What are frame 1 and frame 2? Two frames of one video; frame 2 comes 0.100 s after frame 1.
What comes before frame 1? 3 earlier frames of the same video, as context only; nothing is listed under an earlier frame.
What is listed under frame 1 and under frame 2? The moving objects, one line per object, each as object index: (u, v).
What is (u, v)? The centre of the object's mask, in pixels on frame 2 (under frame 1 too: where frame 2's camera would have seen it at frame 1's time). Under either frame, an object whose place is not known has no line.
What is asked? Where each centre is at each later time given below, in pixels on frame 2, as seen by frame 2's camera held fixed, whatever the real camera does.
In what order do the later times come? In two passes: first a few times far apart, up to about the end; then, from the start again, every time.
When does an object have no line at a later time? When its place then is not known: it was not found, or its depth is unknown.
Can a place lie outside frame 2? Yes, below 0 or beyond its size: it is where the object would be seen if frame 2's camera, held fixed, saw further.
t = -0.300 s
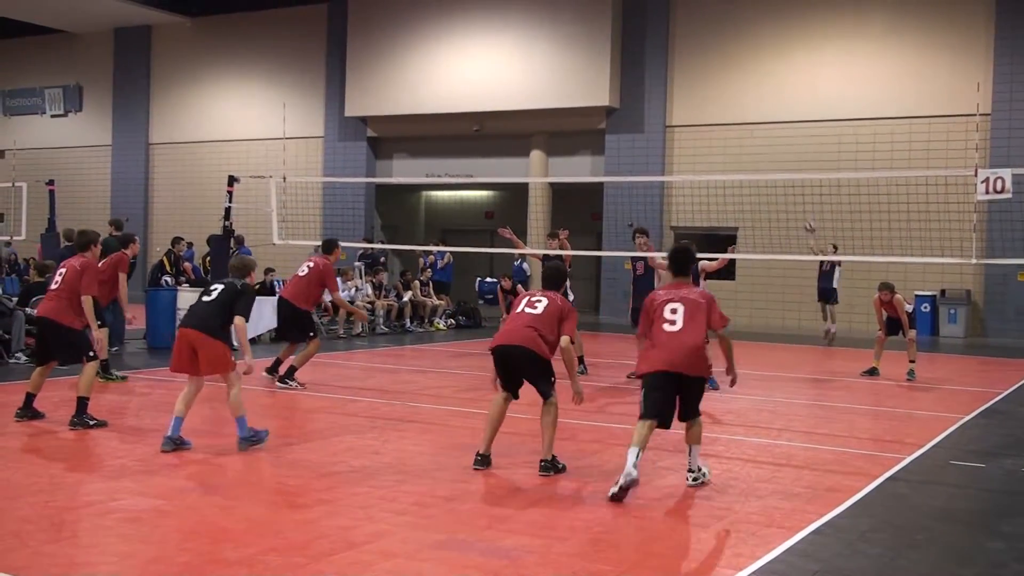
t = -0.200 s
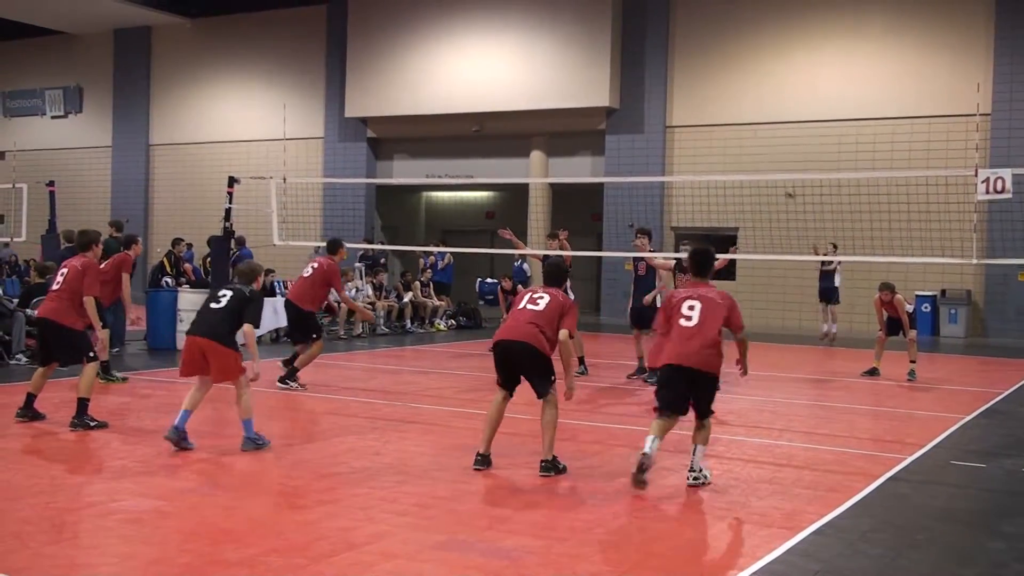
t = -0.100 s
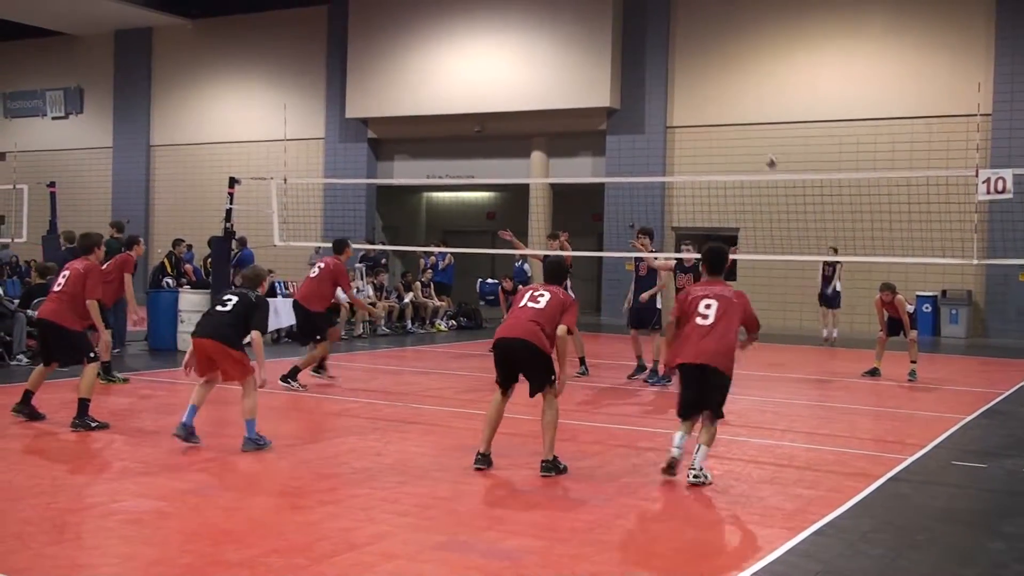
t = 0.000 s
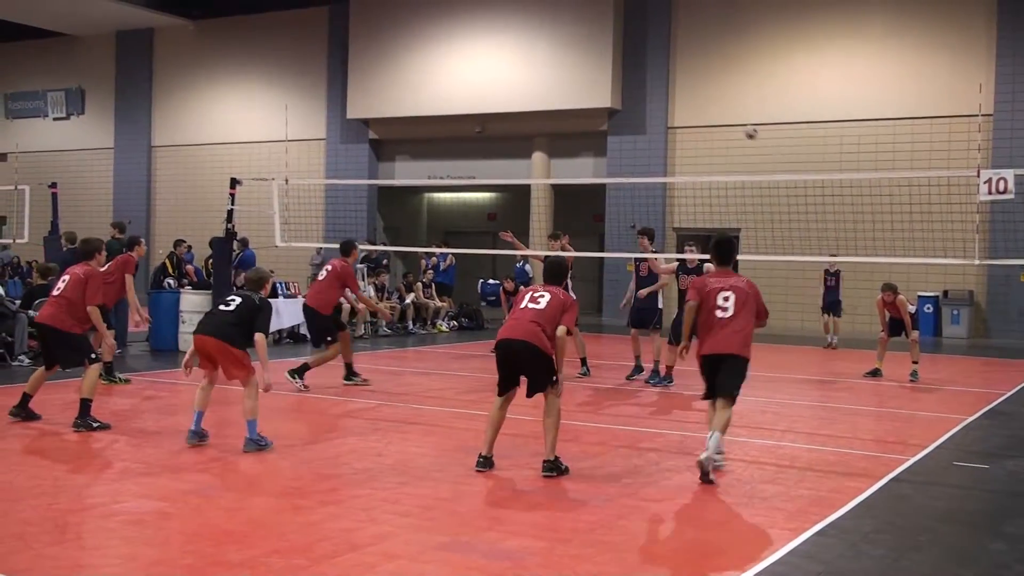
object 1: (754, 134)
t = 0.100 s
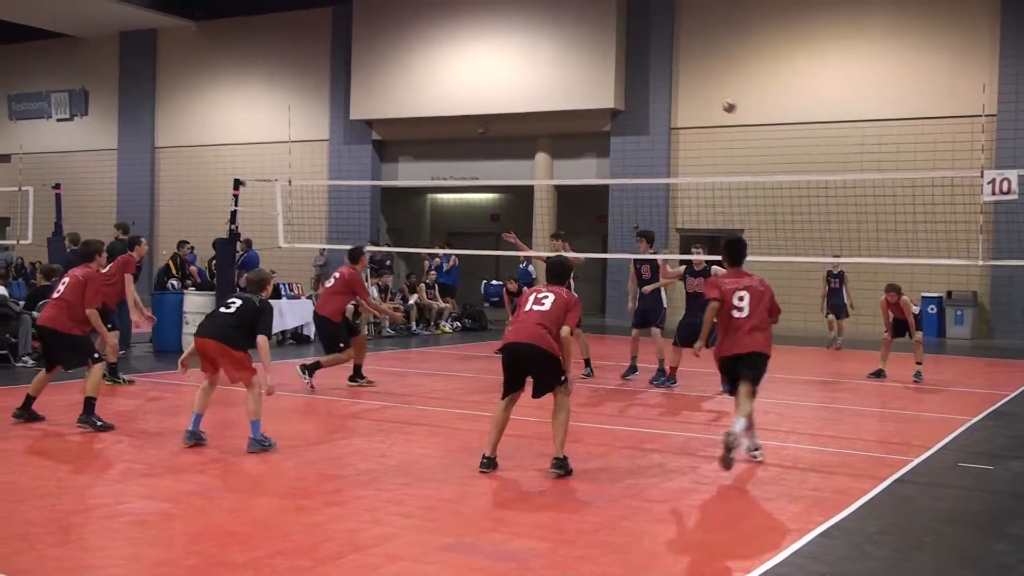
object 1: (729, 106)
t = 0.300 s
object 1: (671, 61)
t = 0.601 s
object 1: (558, 36)
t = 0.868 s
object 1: (422, 73)
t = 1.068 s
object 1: (275, 169)
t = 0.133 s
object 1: (720, 99)
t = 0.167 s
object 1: (711, 91)
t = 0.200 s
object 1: (701, 83)
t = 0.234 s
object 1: (691, 76)
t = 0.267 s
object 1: (681, 68)
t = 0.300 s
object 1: (671, 61)
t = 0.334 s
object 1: (660, 56)
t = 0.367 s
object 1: (649, 51)
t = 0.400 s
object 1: (637, 47)
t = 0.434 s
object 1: (626, 43)
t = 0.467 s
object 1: (613, 40)
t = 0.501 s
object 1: (599, 39)
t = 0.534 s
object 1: (586, 38)
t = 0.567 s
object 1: (572, 37)
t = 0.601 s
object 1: (558, 36)
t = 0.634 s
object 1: (544, 38)
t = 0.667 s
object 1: (529, 39)
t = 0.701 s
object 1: (513, 43)
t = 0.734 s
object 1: (496, 48)
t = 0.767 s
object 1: (479, 52)
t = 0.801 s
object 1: (460, 58)
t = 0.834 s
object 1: (441, 64)
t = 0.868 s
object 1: (422, 73)
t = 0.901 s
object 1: (401, 84)
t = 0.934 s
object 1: (379, 97)
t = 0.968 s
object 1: (353, 108)
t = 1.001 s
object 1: (331, 127)
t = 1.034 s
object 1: (303, 147)
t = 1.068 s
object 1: (275, 169)
